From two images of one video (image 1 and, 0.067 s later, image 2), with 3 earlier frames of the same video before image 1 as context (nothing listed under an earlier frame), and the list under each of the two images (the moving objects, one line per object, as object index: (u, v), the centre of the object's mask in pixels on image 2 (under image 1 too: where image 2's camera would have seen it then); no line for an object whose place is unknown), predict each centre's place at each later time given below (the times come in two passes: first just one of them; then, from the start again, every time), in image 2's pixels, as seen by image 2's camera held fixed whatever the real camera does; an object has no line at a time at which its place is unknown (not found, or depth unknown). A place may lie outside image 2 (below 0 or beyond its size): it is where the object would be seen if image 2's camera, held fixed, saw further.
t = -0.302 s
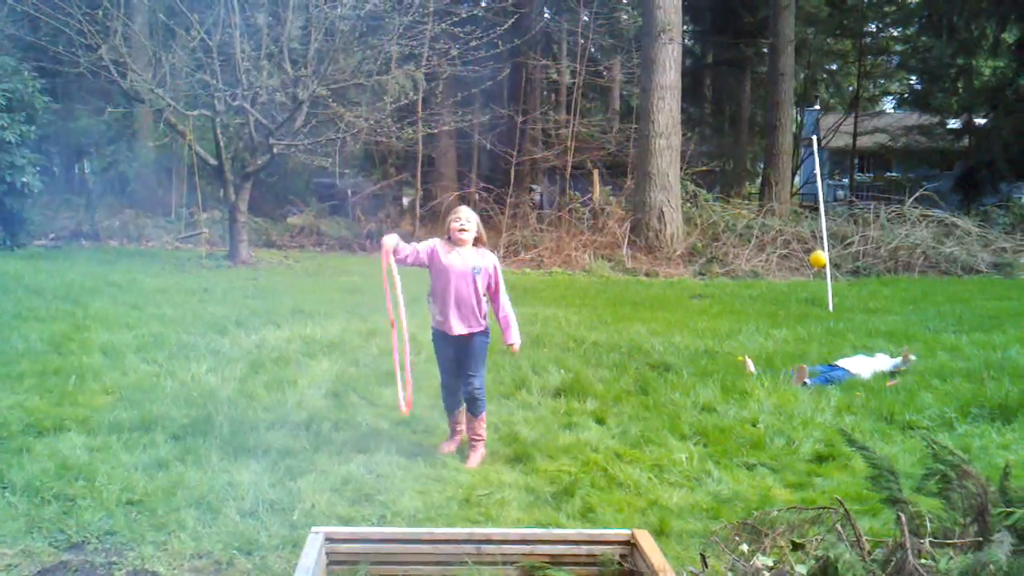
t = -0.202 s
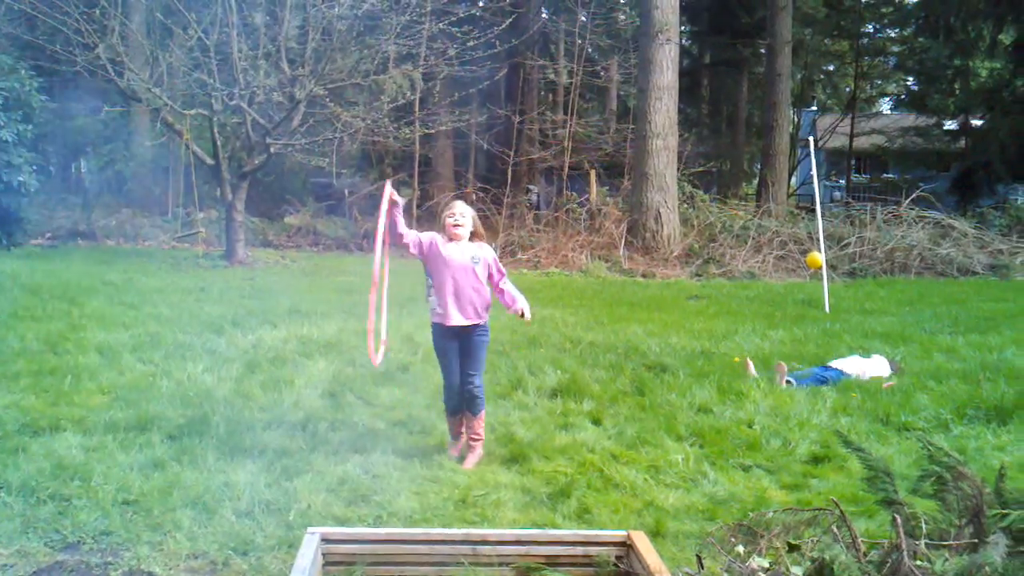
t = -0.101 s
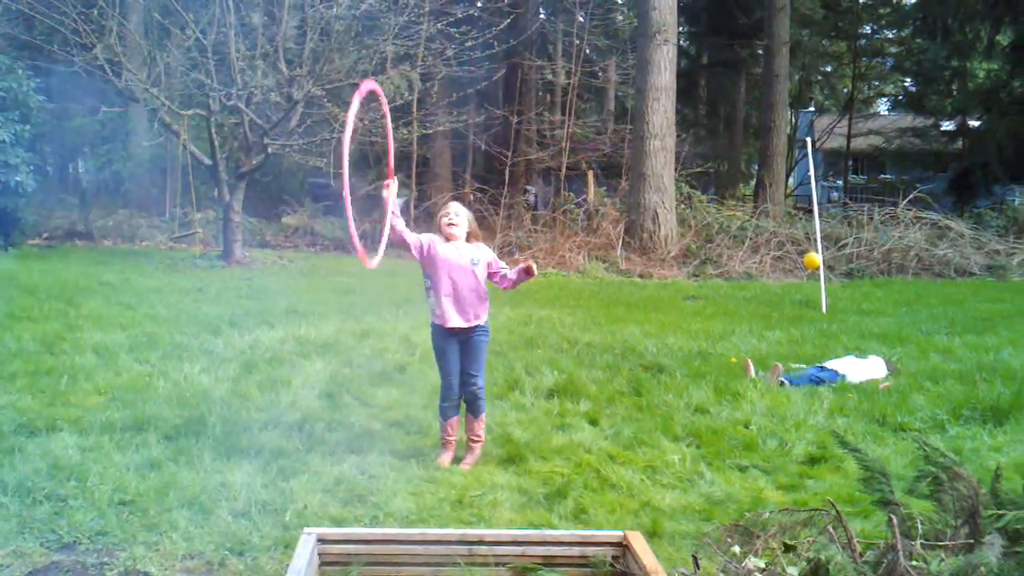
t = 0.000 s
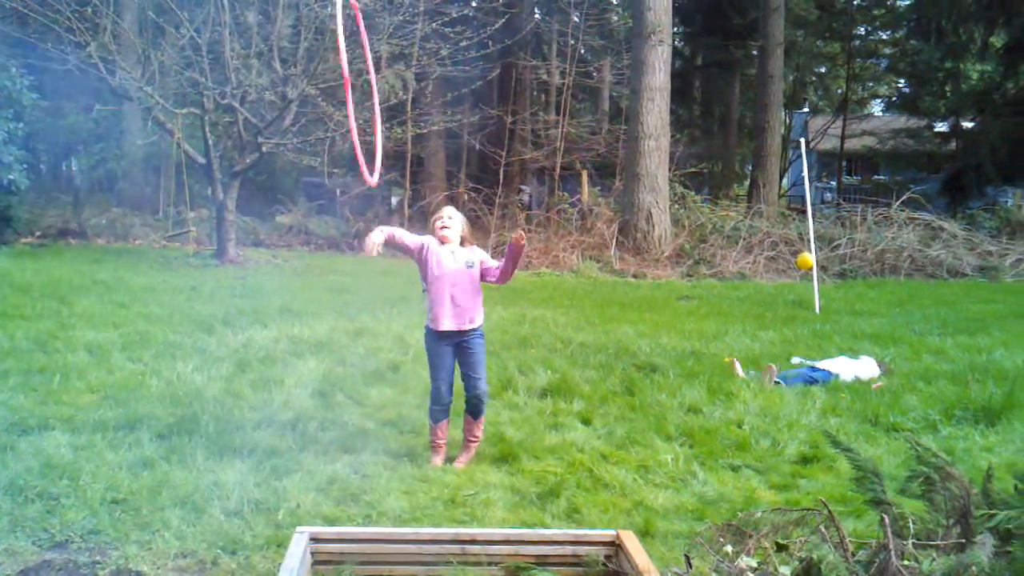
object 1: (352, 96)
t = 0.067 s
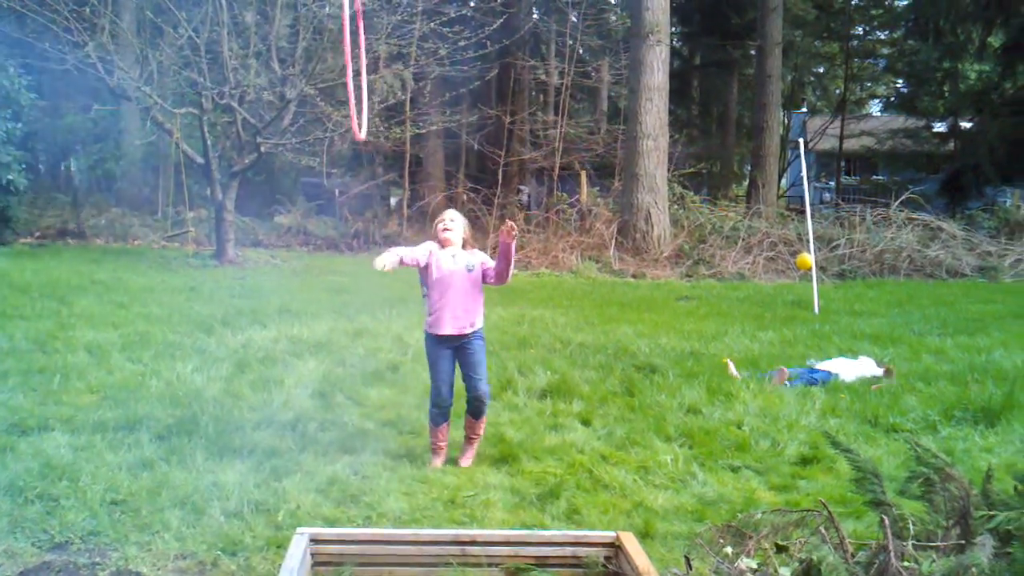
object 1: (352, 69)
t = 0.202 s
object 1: (338, 39)
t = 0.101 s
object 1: (347, 60)
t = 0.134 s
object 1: (339, 50)
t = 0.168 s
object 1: (336, 46)
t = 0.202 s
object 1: (338, 39)
